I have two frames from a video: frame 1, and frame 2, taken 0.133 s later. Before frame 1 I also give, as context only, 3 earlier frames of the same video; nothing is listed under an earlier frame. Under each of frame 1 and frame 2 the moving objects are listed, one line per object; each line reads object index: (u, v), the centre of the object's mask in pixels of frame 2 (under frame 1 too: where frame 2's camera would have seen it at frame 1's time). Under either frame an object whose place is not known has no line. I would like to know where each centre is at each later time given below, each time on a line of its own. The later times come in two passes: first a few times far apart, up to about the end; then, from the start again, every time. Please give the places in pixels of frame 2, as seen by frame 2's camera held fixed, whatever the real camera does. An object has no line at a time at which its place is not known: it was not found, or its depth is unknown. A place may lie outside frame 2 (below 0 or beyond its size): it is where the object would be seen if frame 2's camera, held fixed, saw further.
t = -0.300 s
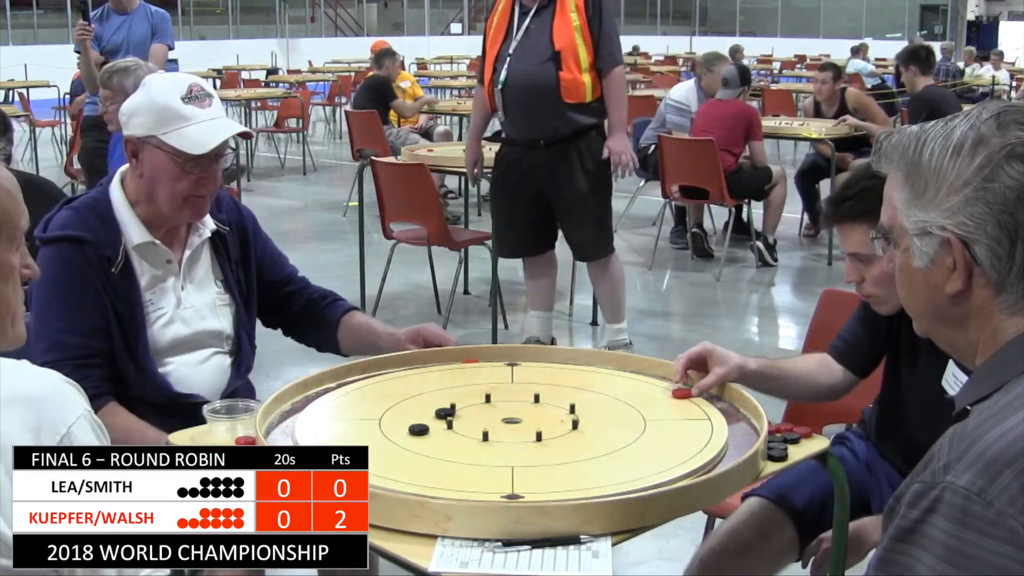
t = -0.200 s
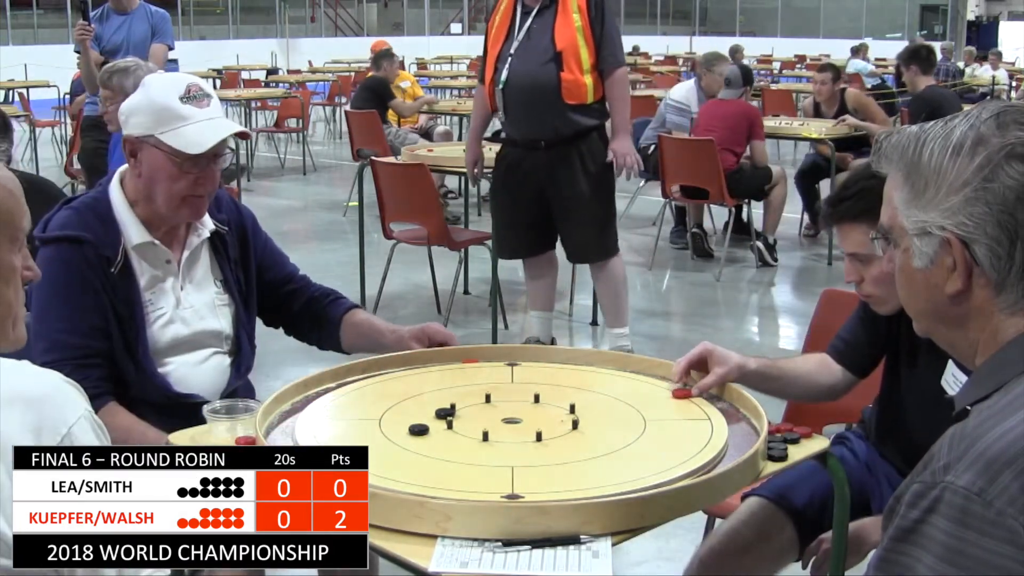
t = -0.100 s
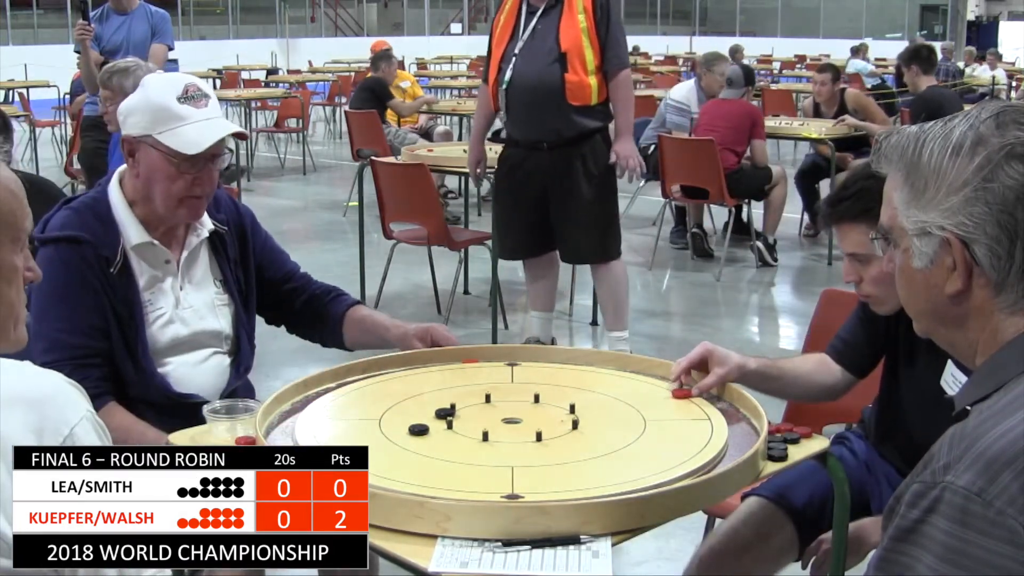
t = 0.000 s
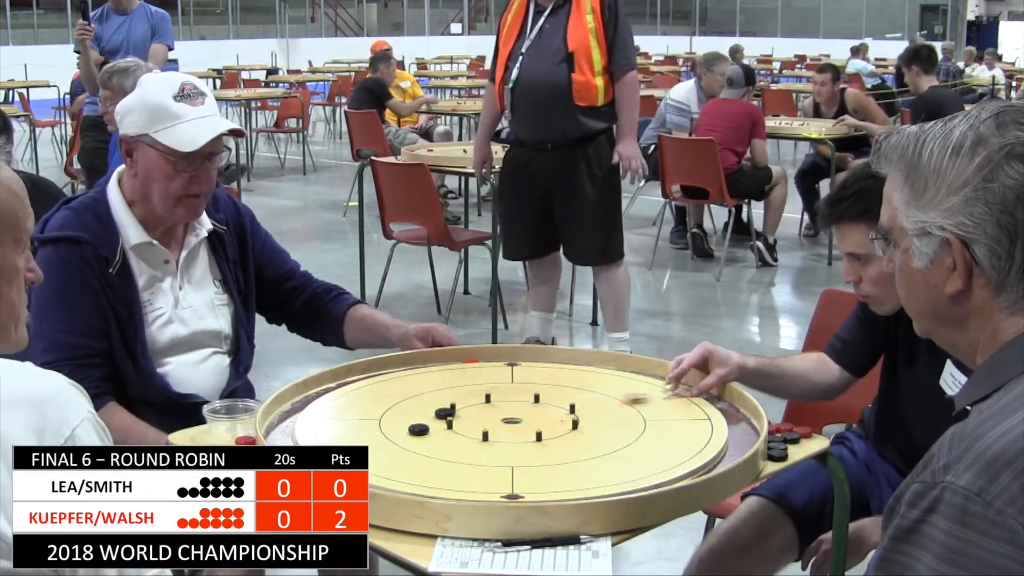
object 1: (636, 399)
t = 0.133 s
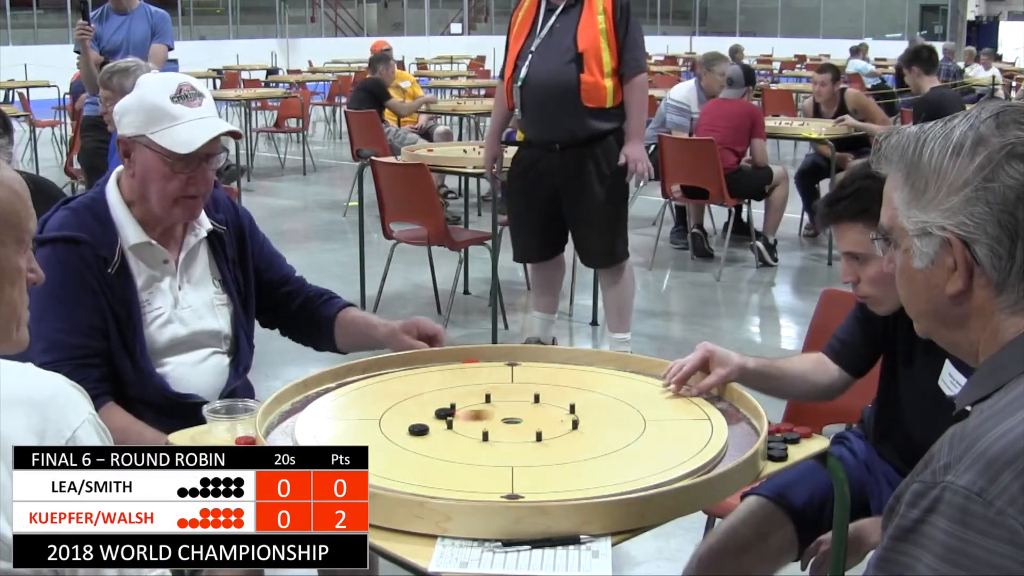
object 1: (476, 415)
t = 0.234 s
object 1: (464, 413)
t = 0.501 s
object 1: (439, 403)
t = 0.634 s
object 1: (426, 403)
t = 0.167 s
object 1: (459, 420)
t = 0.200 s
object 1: (460, 418)
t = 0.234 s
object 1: (464, 413)
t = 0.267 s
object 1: (469, 408)
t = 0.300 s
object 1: (474, 404)
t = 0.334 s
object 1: (474, 401)
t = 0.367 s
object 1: (466, 402)
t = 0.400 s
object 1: (460, 401)
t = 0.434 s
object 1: (452, 402)
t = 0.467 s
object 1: (444, 402)
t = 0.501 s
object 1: (439, 403)
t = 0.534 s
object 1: (435, 403)
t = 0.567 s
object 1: (431, 403)
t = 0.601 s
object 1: (428, 403)
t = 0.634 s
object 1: (426, 403)
